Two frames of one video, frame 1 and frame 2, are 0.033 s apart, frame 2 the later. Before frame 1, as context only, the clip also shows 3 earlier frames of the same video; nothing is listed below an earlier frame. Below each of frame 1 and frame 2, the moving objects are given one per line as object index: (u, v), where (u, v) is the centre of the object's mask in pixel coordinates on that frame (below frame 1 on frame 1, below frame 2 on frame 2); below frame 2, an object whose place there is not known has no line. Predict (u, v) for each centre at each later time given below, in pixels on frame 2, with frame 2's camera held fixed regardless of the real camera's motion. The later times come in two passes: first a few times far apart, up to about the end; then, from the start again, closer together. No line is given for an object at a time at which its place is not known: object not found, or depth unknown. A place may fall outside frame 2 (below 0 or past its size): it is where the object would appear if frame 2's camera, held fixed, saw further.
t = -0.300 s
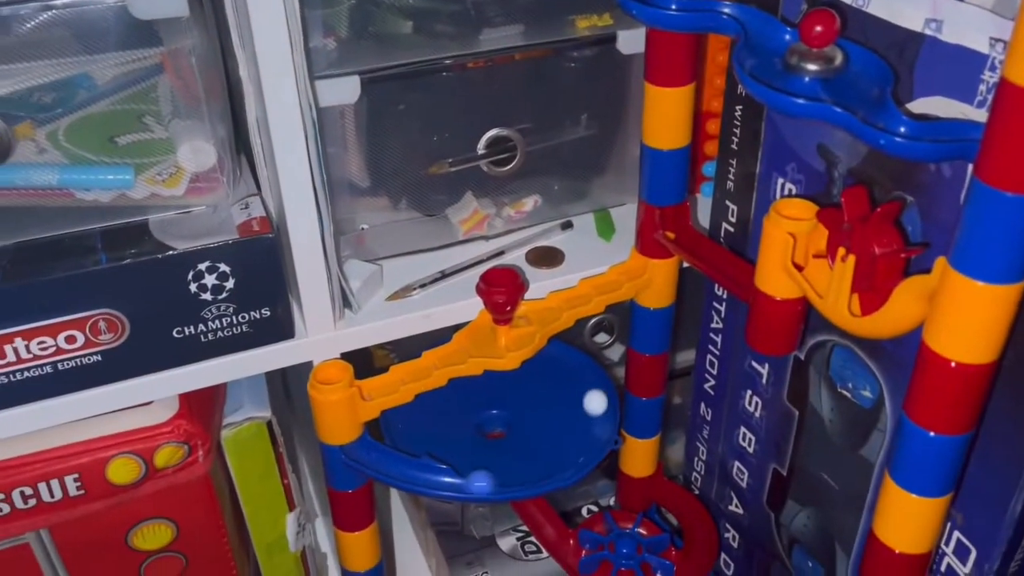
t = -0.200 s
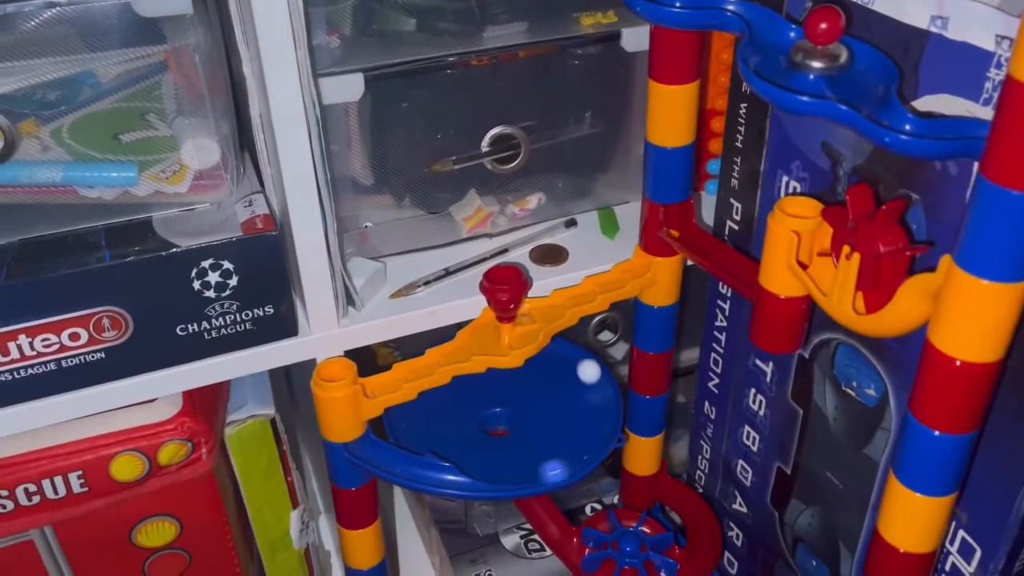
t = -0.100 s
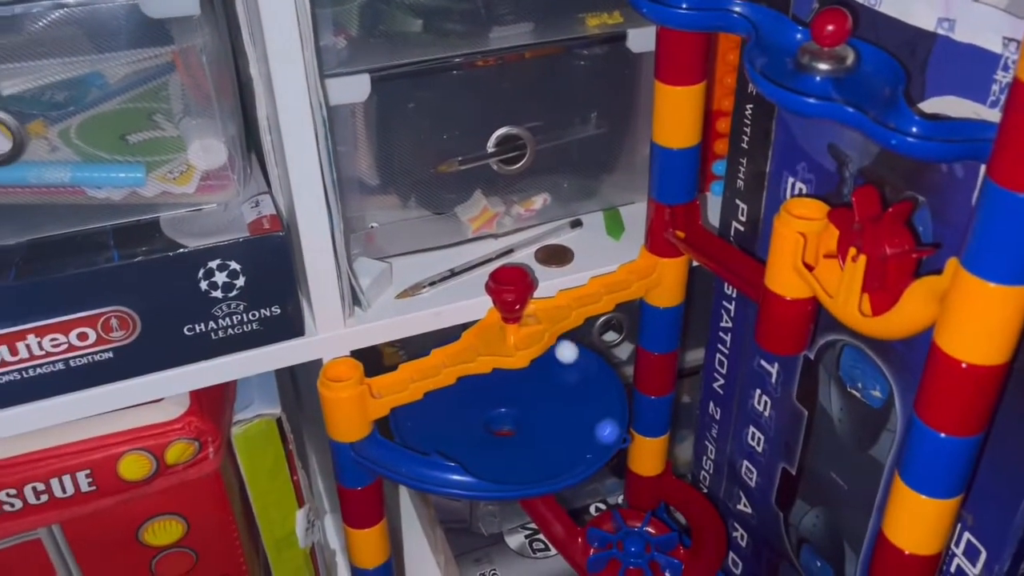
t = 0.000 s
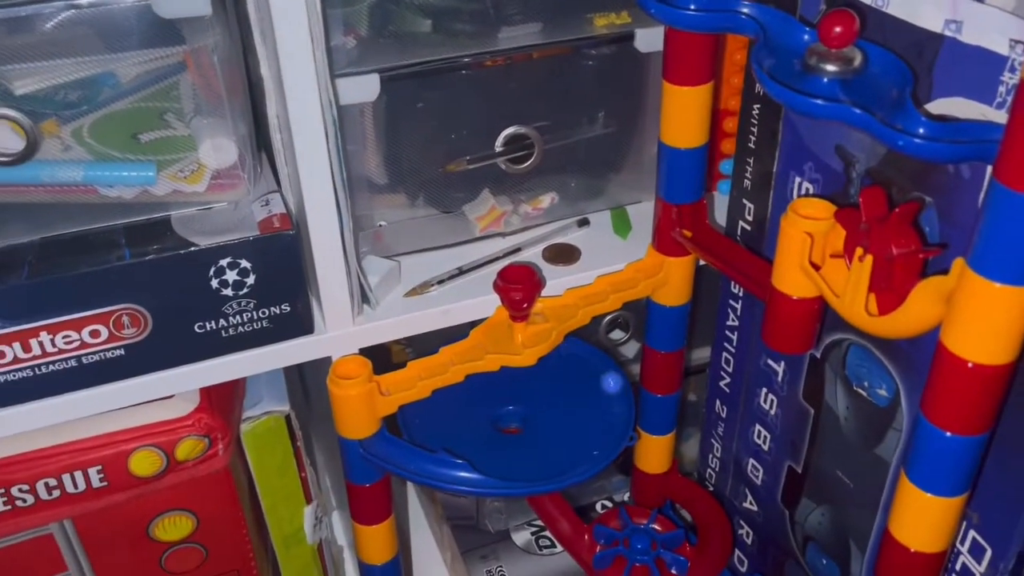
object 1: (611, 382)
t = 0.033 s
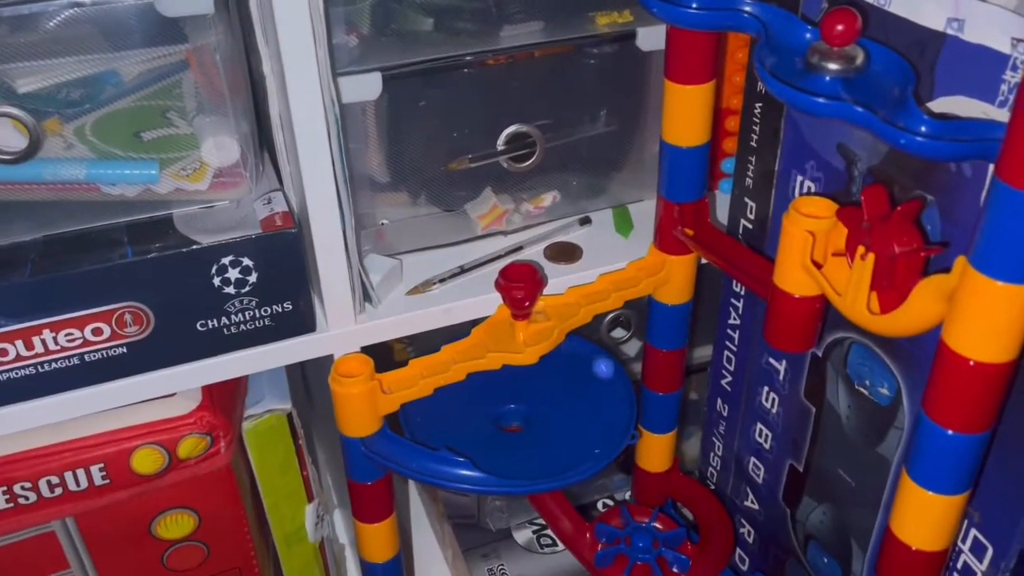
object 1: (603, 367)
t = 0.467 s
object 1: (413, 411)
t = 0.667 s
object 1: (474, 456)
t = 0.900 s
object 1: (573, 445)
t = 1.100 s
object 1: (592, 392)
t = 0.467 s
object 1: (413, 411)
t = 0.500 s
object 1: (417, 420)
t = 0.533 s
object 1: (424, 430)
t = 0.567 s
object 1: (433, 438)
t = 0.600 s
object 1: (444, 444)
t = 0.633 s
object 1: (459, 449)
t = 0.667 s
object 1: (474, 456)
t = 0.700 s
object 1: (488, 461)
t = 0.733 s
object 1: (503, 464)
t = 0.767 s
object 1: (519, 463)
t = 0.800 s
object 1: (534, 461)
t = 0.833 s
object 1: (549, 457)
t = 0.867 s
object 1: (562, 452)
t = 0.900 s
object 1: (573, 445)
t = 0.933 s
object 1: (582, 438)
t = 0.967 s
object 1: (588, 429)
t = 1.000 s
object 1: (592, 420)
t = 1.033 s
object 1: (594, 411)
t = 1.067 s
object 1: (594, 401)
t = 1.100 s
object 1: (592, 392)
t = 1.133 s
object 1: (588, 384)
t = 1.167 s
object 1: (583, 376)
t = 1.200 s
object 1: (577, 369)
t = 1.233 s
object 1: (569, 363)
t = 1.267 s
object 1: (560, 357)
